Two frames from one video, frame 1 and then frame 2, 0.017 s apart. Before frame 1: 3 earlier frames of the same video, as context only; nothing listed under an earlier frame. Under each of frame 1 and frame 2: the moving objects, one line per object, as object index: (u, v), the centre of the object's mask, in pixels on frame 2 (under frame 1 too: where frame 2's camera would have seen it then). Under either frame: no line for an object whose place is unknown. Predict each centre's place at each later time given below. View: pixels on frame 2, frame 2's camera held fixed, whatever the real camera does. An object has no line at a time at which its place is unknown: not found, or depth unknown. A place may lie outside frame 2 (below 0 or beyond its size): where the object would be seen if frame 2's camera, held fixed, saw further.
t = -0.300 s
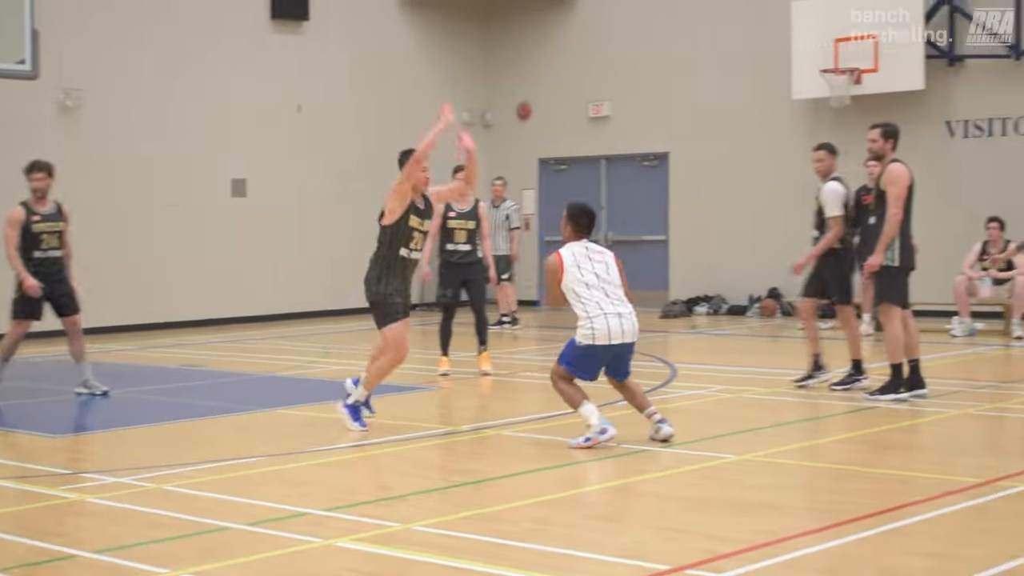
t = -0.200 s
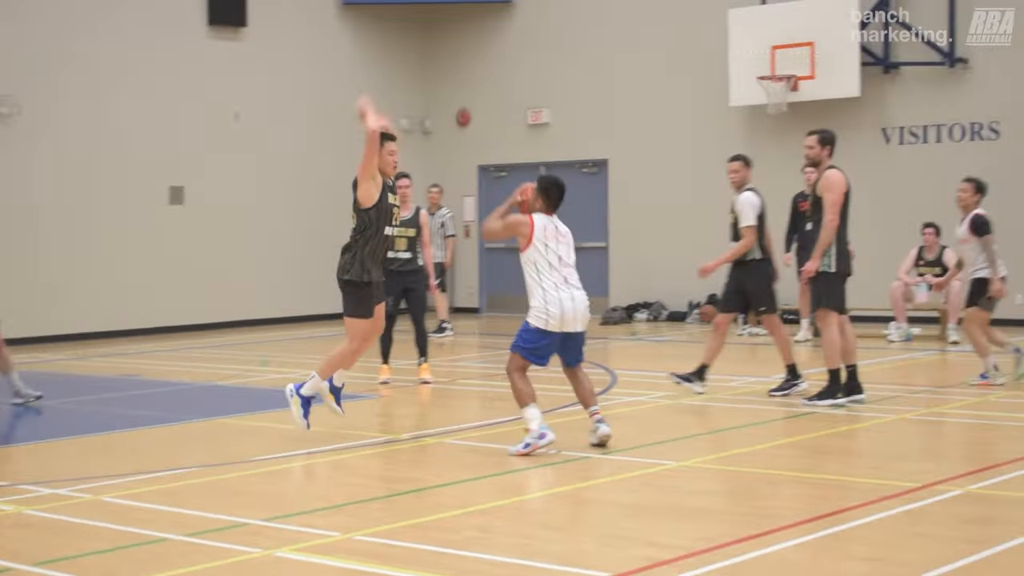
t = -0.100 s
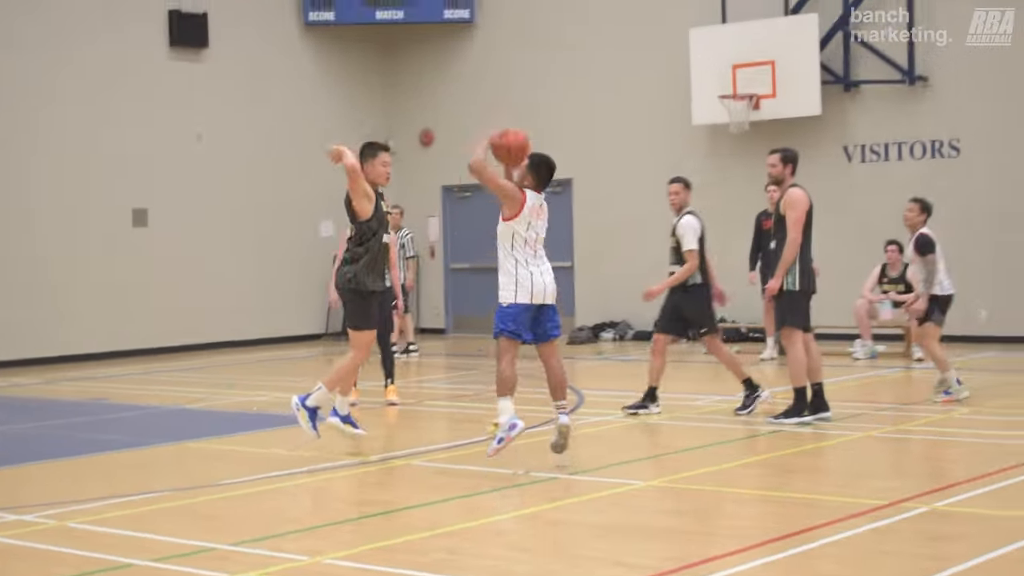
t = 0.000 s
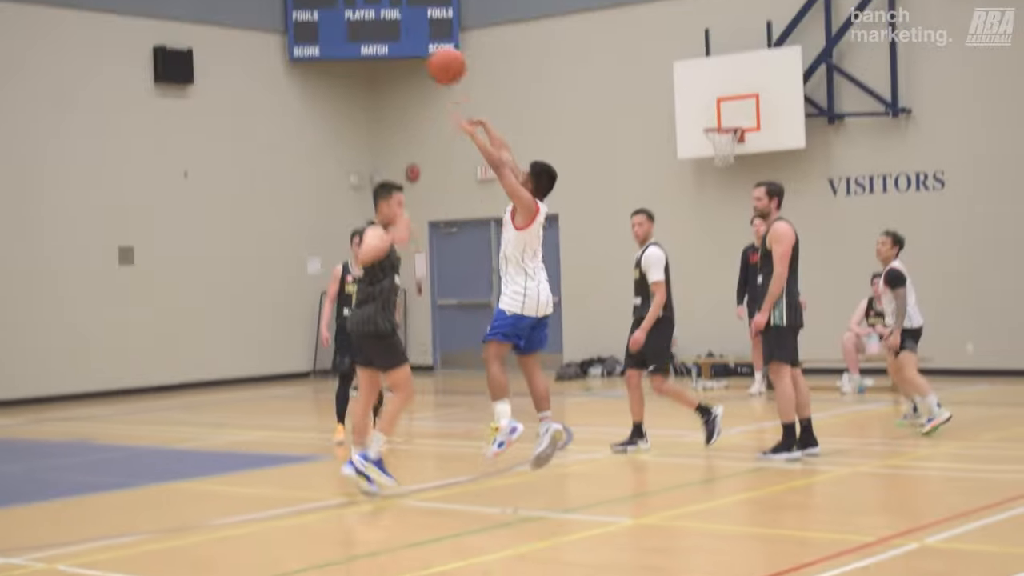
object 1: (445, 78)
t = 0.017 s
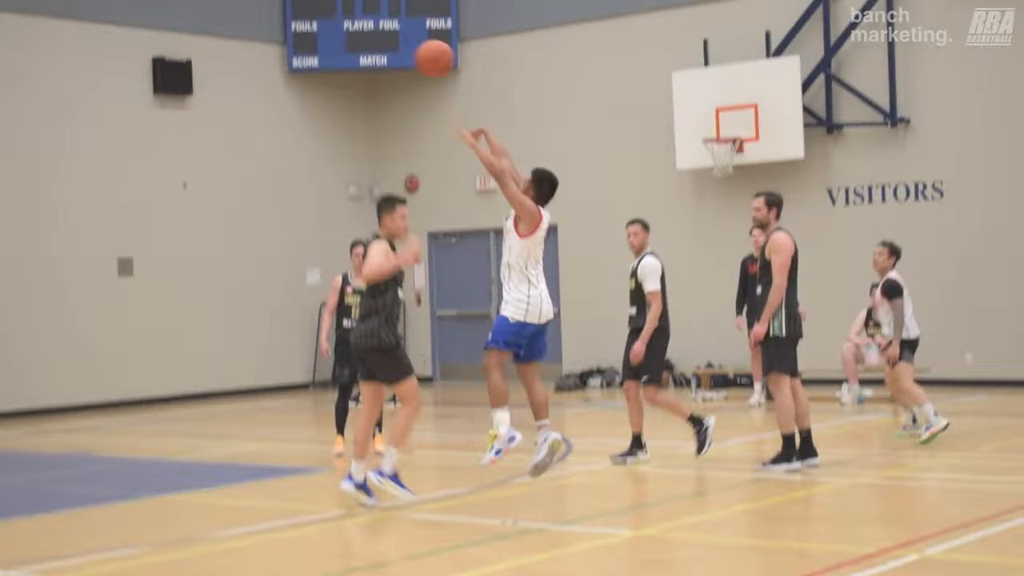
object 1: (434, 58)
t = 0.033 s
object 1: (423, 40)
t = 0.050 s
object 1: (412, 23)
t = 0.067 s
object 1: (399, 5)
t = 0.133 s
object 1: (354, -55)
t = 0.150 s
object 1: (343, -67)
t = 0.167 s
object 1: (332, -80)
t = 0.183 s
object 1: (323, -92)
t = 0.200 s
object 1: (313, -104)
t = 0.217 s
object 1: (304, -114)
